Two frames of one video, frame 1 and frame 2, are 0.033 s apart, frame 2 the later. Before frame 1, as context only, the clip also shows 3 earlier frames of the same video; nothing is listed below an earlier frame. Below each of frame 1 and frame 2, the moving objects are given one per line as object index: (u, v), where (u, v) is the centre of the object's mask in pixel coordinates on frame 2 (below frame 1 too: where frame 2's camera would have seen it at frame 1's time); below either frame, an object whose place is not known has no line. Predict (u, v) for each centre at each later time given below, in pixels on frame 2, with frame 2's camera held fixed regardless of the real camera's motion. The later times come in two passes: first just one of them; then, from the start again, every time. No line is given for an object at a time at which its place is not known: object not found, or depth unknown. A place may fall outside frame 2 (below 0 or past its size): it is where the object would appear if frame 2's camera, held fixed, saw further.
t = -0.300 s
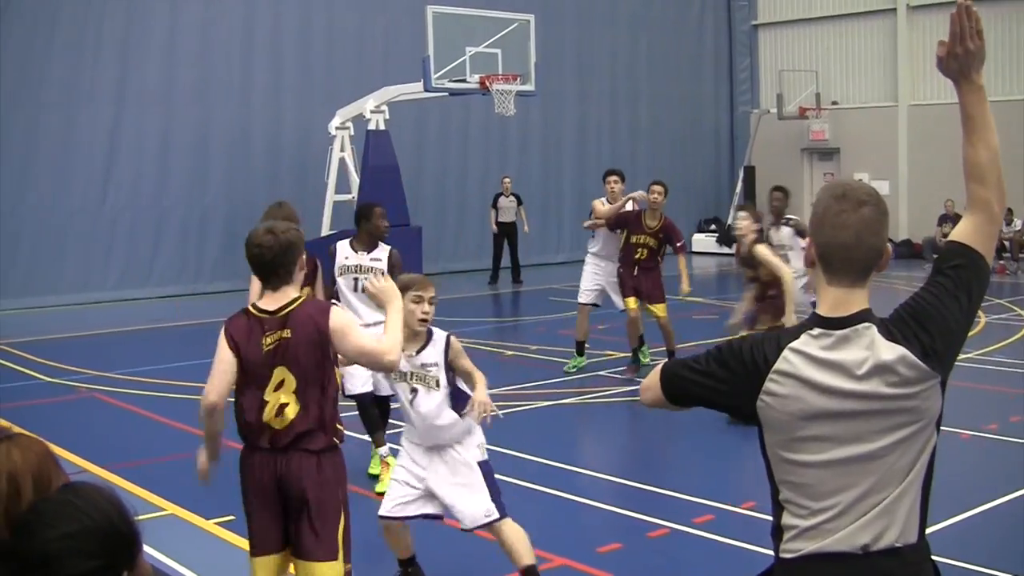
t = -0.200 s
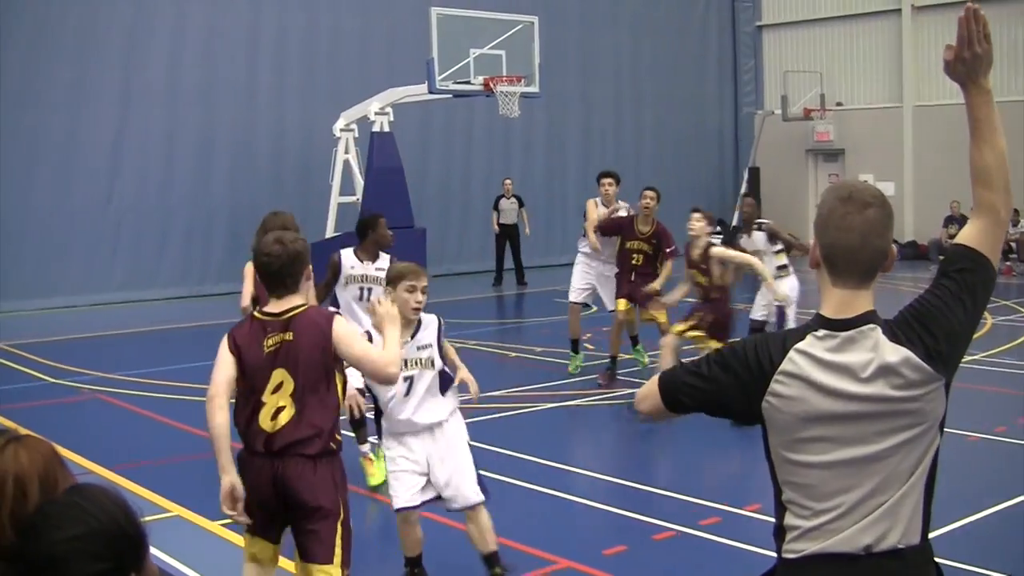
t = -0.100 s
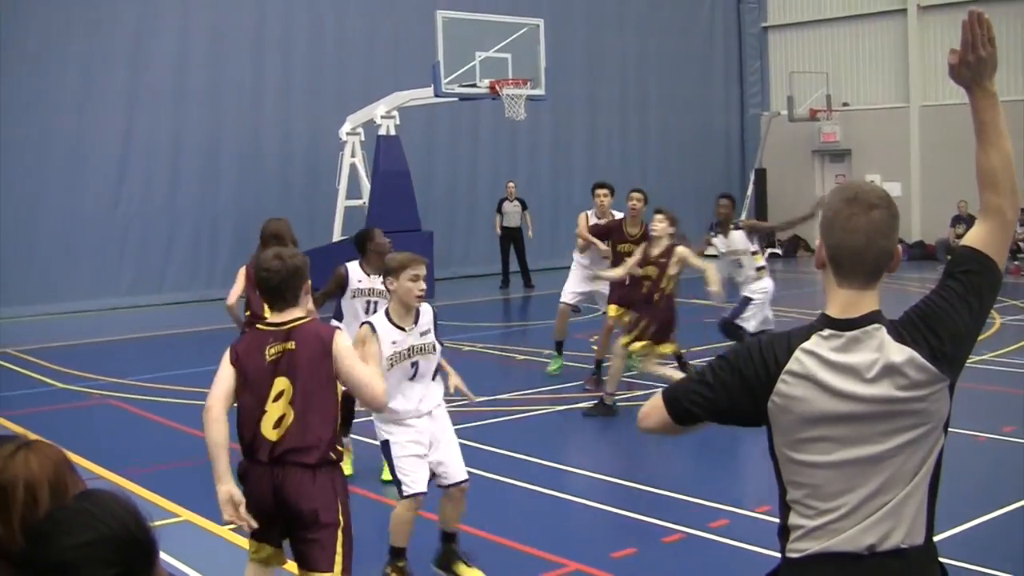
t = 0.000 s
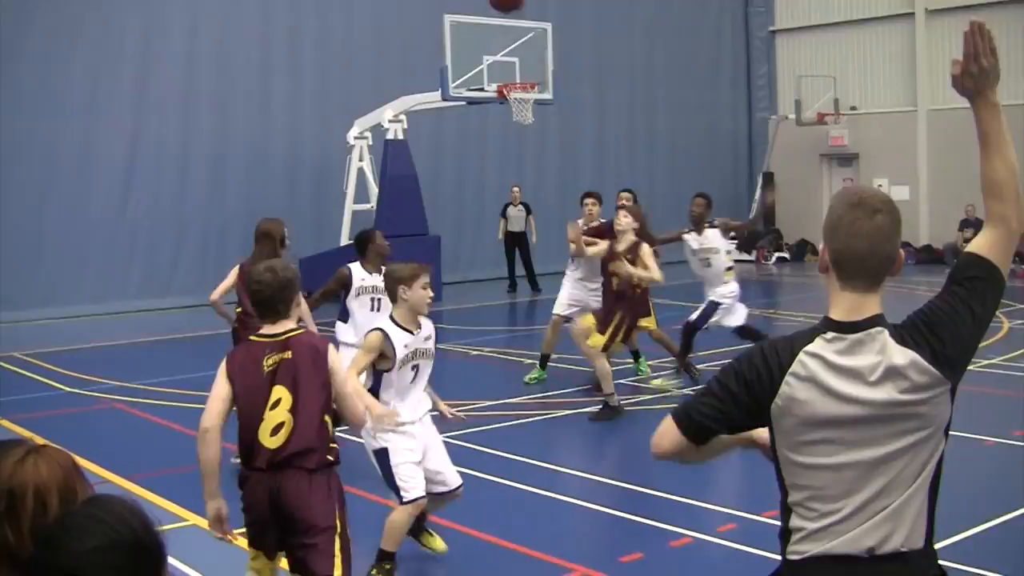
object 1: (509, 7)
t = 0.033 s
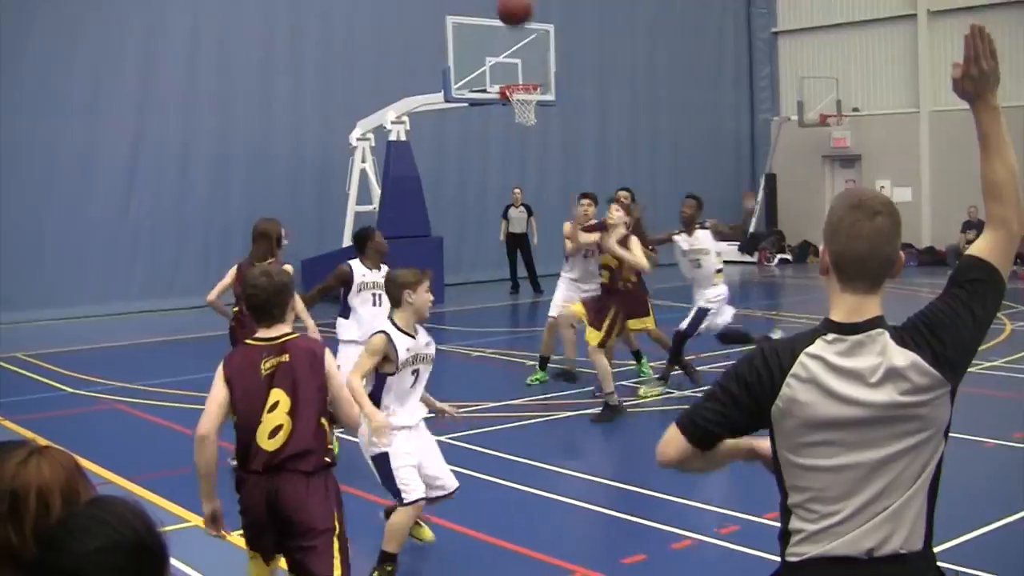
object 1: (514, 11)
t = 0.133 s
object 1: (532, 55)
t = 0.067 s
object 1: (520, 22)
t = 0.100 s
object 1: (526, 38)
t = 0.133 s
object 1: (532, 55)
